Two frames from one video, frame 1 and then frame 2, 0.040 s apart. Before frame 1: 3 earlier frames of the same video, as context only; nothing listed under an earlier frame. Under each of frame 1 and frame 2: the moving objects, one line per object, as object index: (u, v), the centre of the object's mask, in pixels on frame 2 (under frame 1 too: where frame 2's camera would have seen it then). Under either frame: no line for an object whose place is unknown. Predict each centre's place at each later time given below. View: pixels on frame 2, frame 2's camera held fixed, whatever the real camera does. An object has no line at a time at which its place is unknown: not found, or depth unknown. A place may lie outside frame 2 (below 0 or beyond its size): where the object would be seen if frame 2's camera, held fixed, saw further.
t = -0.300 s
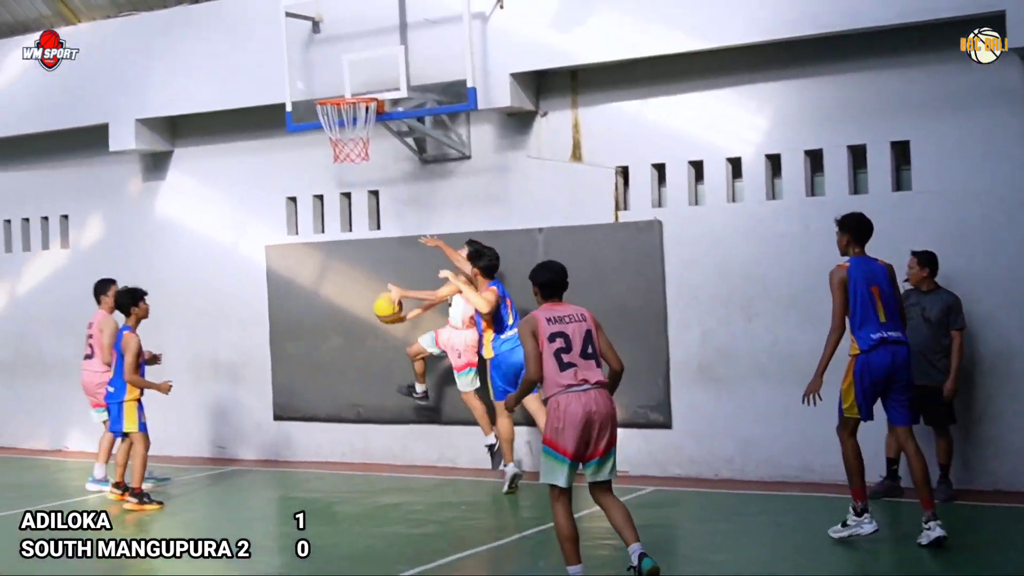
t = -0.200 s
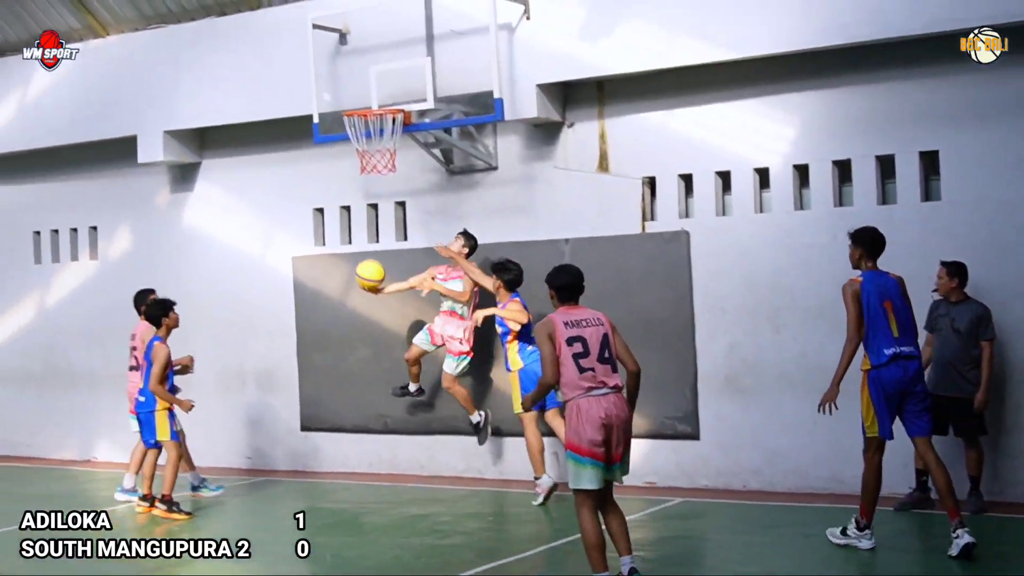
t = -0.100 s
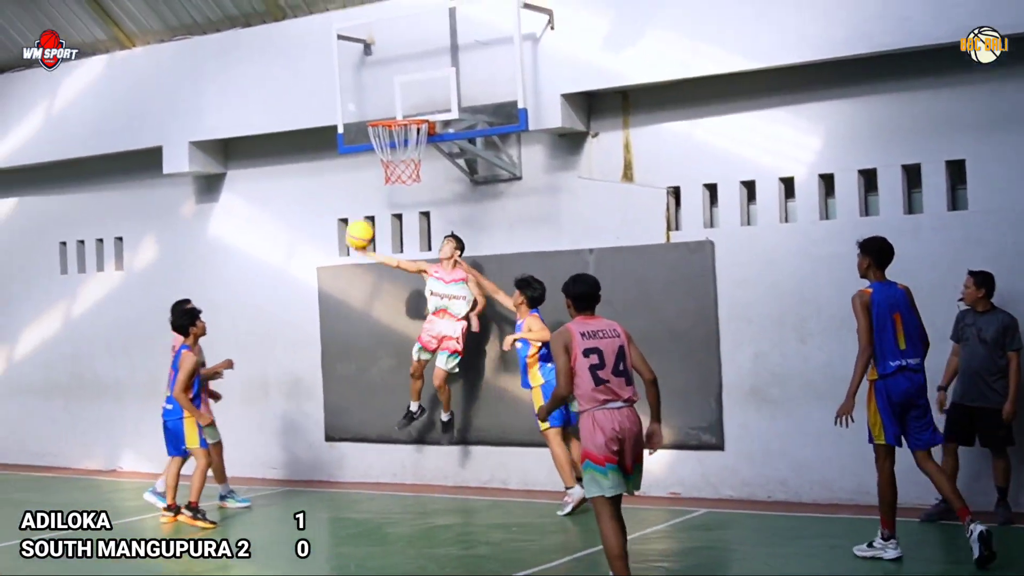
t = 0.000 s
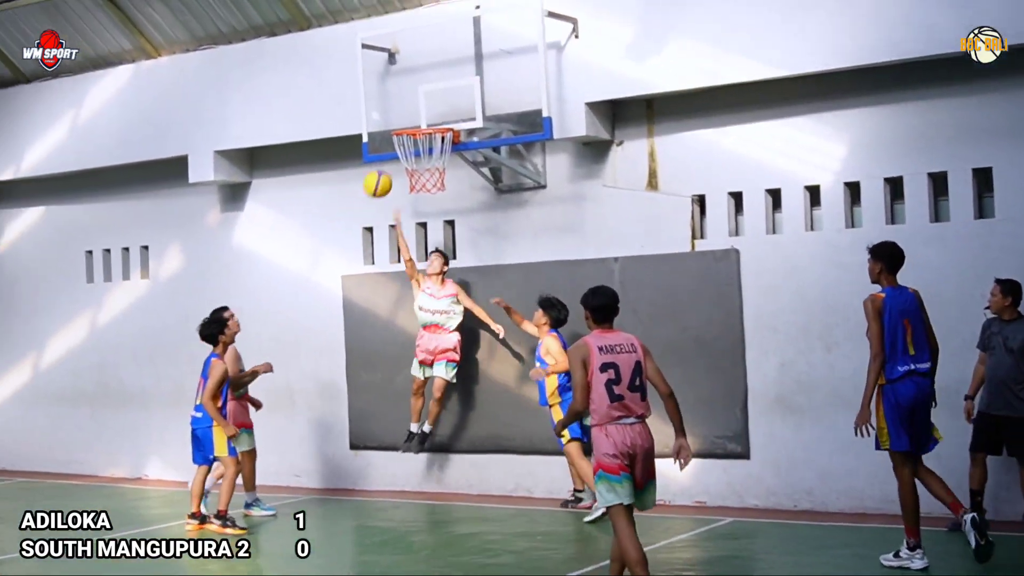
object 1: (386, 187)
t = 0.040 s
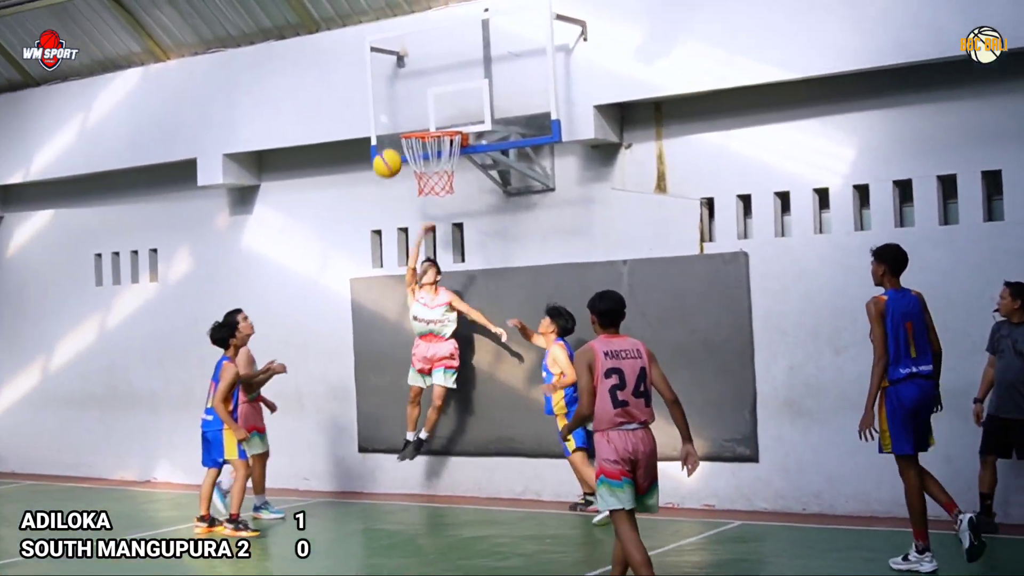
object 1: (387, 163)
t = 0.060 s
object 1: (388, 153)
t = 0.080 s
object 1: (388, 143)
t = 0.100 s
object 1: (389, 133)
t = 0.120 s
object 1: (390, 124)
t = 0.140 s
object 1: (391, 115)
